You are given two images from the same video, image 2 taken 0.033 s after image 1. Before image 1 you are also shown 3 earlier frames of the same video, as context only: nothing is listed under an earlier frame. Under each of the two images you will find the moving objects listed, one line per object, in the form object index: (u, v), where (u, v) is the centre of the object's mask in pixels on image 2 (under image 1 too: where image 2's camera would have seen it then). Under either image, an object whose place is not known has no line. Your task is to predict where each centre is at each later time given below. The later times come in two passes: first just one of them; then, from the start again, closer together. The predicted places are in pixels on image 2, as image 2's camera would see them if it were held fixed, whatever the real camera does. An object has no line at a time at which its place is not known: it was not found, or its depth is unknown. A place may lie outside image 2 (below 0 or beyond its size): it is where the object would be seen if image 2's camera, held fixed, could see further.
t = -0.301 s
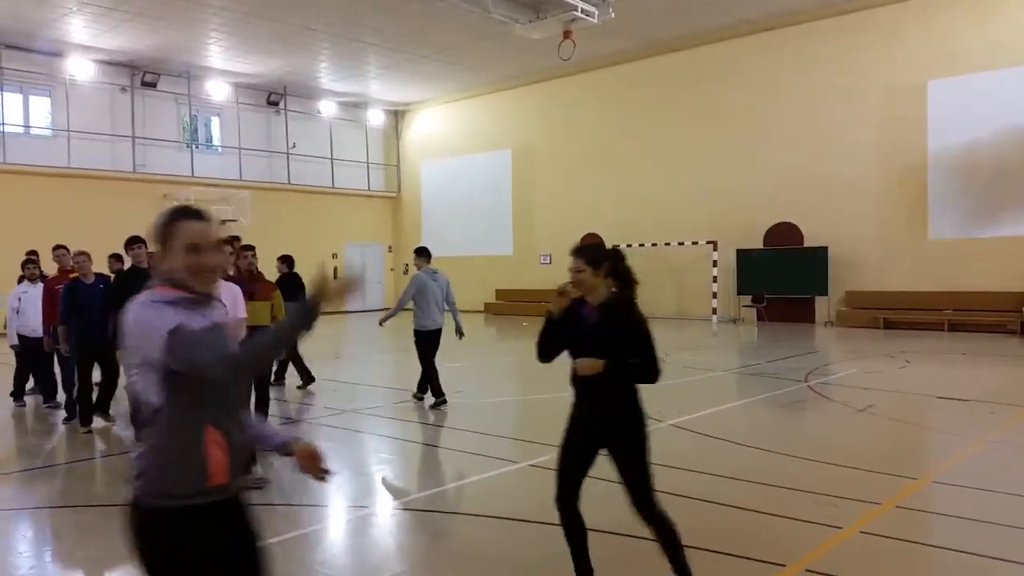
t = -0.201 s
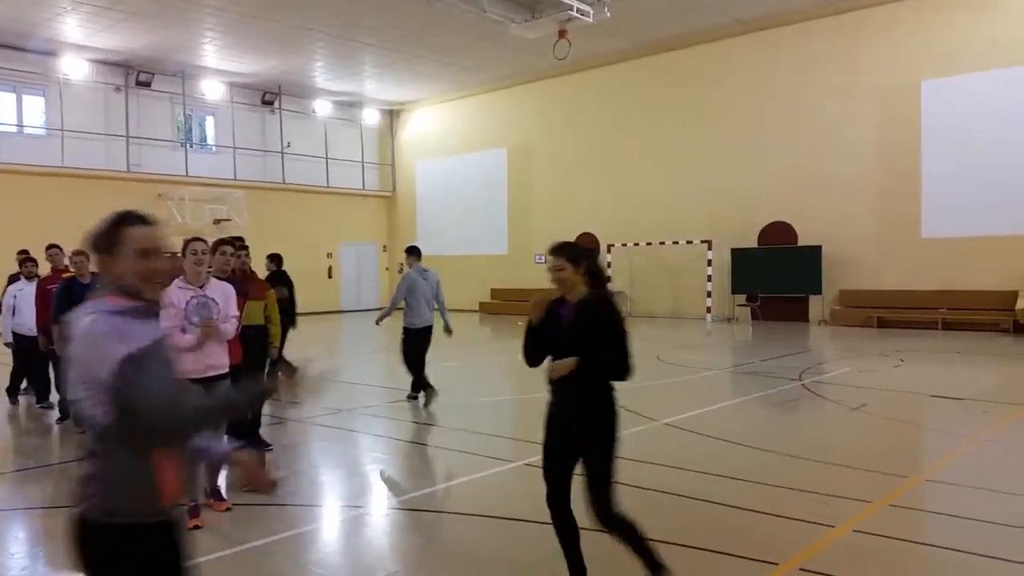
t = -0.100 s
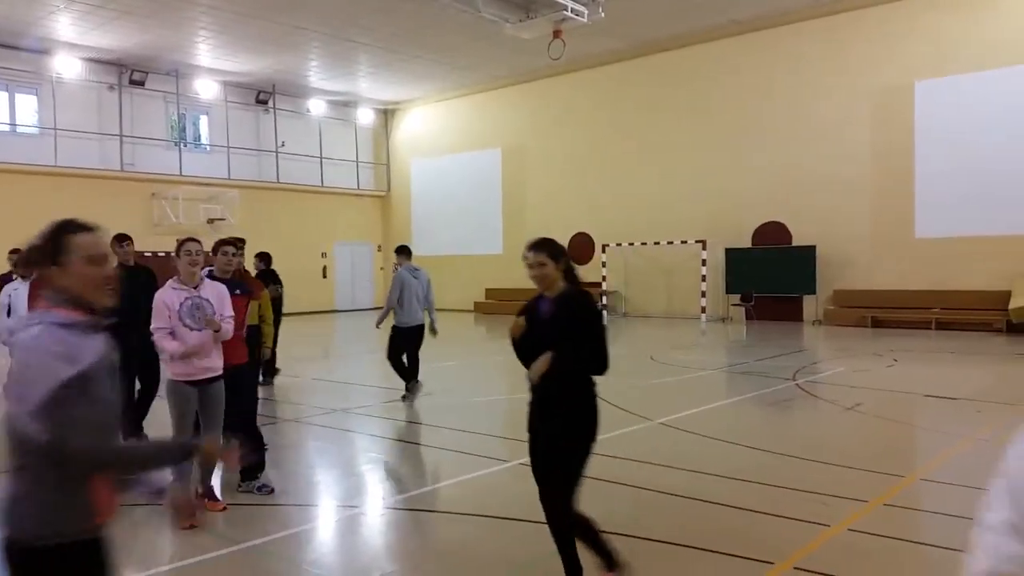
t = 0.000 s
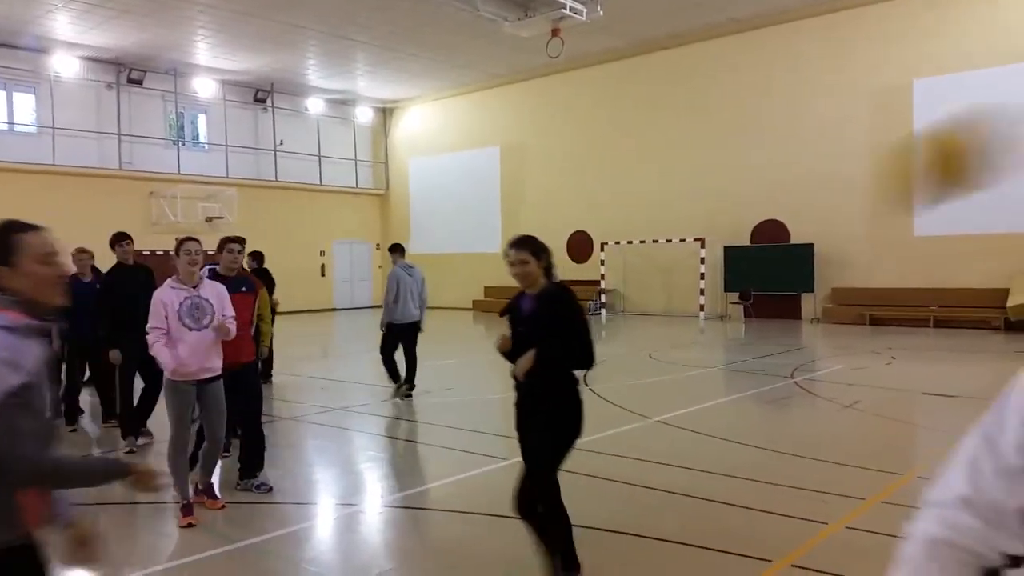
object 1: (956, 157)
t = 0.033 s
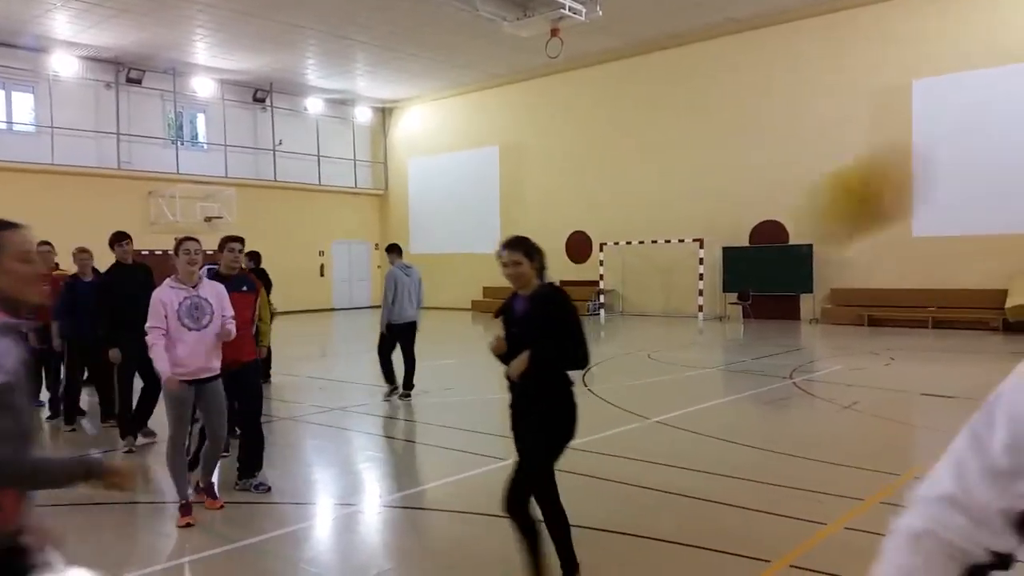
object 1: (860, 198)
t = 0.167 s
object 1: (604, 351)
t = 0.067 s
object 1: (785, 237)
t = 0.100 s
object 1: (726, 273)
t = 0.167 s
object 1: (604, 351)
